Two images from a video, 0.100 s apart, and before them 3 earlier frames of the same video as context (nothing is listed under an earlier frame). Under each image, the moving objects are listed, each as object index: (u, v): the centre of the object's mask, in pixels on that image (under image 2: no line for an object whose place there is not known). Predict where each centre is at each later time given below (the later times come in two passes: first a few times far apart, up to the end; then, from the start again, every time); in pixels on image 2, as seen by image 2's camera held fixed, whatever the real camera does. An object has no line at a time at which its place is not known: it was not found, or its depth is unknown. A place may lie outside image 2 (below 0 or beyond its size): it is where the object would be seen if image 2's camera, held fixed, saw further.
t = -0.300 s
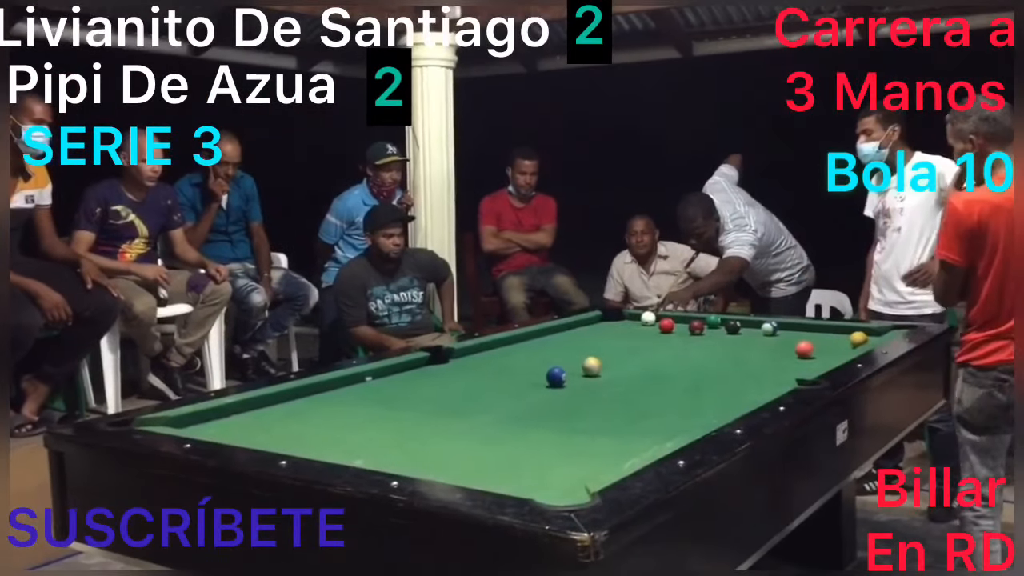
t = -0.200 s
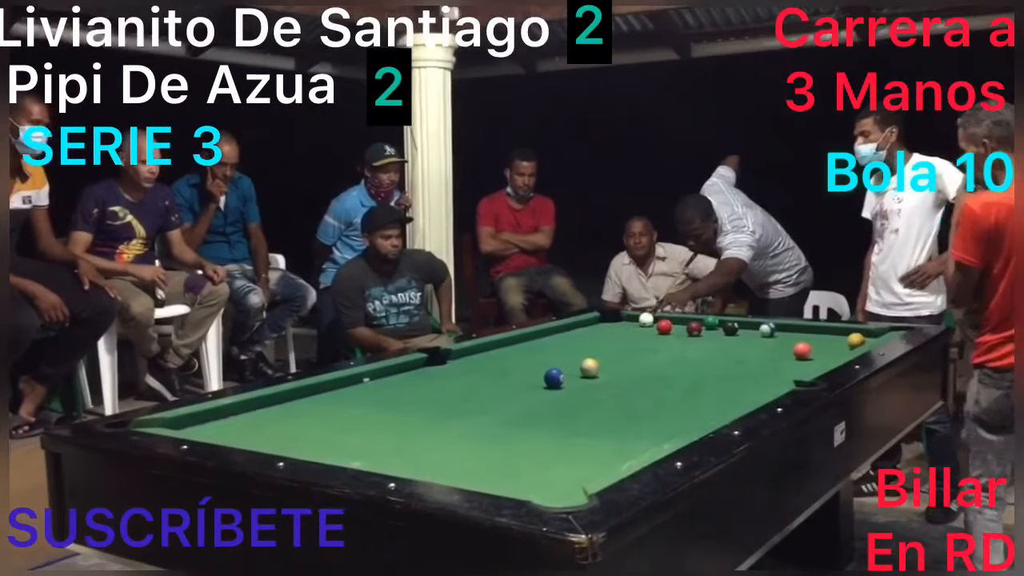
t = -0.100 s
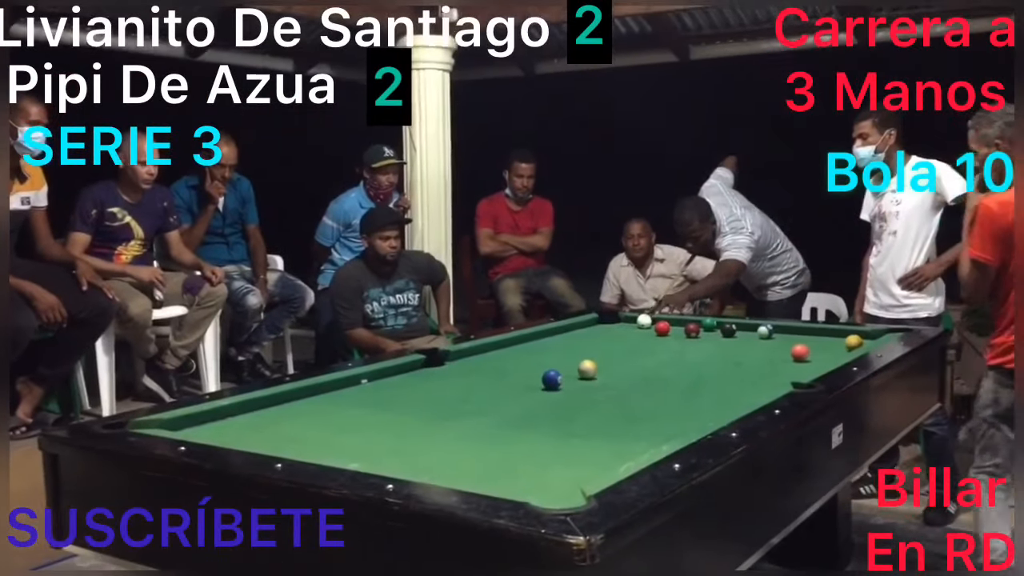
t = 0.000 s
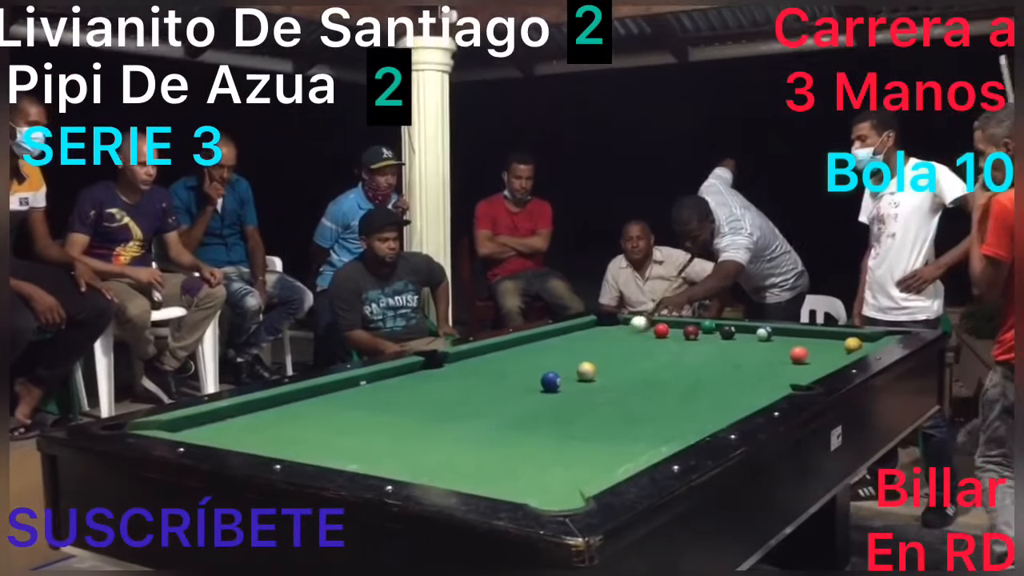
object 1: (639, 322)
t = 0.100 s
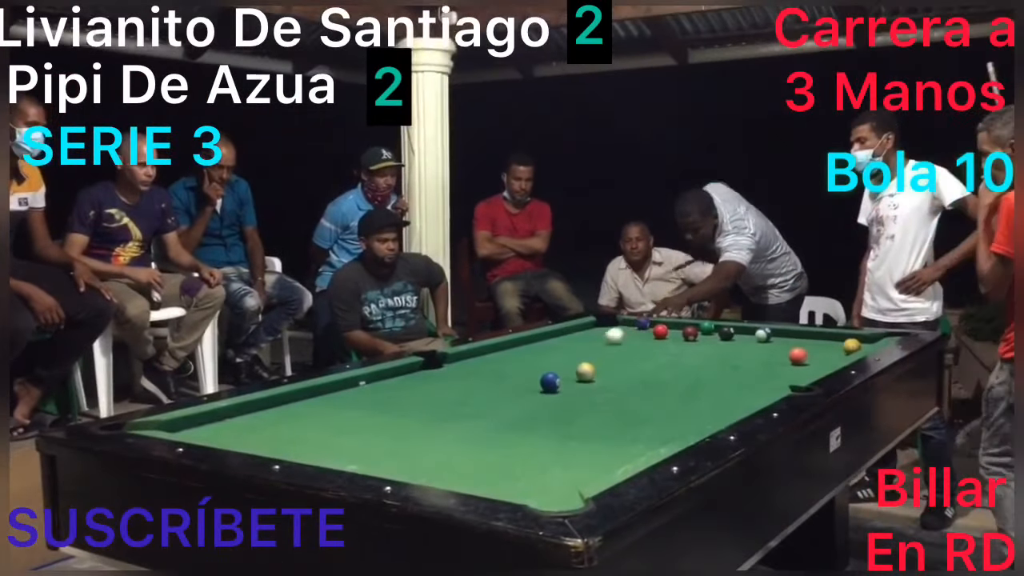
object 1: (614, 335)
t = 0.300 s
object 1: (555, 362)
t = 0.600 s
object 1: (415, 424)
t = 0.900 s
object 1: (453, 434)
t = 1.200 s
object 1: (610, 402)
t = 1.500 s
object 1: (729, 377)
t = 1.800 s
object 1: (826, 356)
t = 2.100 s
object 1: (859, 343)
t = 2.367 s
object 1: (864, 339)
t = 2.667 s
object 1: (865, 338)
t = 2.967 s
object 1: (862, 340)
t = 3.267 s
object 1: (858, 341)
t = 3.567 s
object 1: (856, 343)
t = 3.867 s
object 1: (854, 344)
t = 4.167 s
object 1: (854, 345)
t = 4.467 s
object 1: (854, 346)
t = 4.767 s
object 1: (855, 347)
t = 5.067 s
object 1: (854, 347)
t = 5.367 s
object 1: (854, 347)
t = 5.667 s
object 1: (854, 347)
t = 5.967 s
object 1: (854, 347)
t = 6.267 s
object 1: (854, 347)
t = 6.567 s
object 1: (854, 347)
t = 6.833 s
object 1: (854, 347)
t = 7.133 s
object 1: (854, 347)
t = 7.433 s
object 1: (853, 347)
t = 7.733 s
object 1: (854, 347)
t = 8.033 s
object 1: (853, 347)
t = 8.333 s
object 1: (854, 347)
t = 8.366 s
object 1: (854, 347)
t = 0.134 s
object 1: (606, 339)
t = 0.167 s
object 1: (597, 343)
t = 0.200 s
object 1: (587, 347)
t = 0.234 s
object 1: (577, 352)
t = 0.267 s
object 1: (566, 357)
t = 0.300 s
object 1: (555, 362)
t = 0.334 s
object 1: (543, 367)
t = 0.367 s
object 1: (531, 372)
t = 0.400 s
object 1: (517, 378)
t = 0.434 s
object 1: (503, 385)
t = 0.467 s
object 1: (488, 391)
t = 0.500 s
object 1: (472, 399)
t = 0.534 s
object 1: (455, 407)
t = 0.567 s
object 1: (435, 415)
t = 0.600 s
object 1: (415, 424)
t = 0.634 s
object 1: (394, 433)
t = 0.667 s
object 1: (371, 442)
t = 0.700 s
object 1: (347, 451)
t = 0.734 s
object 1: (337, 454)
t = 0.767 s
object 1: (362, 452)
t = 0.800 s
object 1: (387, 448)
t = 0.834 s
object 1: (411, 443)
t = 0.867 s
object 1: (433, 438)
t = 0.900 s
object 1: (453, 434)
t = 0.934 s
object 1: (473, 430)
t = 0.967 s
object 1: (491, 426)
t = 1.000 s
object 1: (511, 423)
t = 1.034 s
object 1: (529, 419)
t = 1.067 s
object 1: (546, 415)
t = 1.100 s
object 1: (563, 412)
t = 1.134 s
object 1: (579, 408)
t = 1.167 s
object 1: (595, 405)
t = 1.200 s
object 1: (610, 402)
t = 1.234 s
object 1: (625, 399)
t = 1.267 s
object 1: (639, 396)
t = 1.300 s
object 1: (653, 393)
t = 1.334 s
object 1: (667, 390)
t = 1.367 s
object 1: (681, 387)
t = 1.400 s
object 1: (694, 384)
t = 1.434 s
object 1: (706, 381)
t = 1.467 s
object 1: (719, 379)
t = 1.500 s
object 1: (729, 377)
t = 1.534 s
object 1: (741, 374)
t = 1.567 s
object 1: (753, 372)
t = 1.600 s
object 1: (765, 370)
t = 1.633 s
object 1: (776, 367)
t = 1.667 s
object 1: (786, 365)
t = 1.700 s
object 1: (796, 363)
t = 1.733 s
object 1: (807, 361)
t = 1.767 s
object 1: (816, 358)
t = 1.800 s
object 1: (826, 356)
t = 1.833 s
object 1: (835, 353)
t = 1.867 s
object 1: (844, 350)
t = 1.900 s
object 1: (852, 346)
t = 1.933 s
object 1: (852, 346)
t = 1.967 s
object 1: (855, 346)
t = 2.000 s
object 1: (857, 346)
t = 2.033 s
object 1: (858, 345)
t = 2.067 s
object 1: (859, 344)
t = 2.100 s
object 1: (859, 343)
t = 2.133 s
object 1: (860, 343)
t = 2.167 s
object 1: (861, 342)
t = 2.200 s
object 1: (861, 342)
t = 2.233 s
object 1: (862, 341)
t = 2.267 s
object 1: (863, 340)
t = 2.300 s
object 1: (863, 340)
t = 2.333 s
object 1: (864, 339)
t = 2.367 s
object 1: (864, 339)
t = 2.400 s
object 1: (865, 339)
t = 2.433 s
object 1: (865, 338)
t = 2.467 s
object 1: (866, 338)
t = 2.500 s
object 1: (866, 338)
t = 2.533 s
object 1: (867, 337)
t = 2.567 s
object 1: (866, 337)
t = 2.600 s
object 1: (866, 337)
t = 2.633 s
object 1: (866, 337)
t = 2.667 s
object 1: (865, 338)
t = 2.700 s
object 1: (865, 338)
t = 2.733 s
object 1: (864, 338)
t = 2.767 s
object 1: (864, 338)
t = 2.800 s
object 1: (863, 339)
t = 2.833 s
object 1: (863, 339)
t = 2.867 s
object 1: (863, 339)
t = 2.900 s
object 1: (862, 339)
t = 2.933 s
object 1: (862, 339)
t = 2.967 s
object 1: (862, 340)
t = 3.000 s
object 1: (861, 340)
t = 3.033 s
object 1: (860, 340)
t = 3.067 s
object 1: (860, 340)
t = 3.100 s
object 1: (860, 340)
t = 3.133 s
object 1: (859, 341)
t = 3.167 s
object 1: (859, 341)
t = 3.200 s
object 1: (859, 341)
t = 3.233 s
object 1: (859, 341)
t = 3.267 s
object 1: (858, 341)
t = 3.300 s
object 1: (858, 342)
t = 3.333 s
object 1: (858, 342)
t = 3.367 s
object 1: (858, 342)
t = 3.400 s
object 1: (857, 342)
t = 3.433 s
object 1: (857, 342)
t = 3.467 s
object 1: (857, 342)
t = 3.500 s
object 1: (857, 342)
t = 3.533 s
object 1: (857, 343)
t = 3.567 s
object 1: (856, 343)
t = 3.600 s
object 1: (856, 343)
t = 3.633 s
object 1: (856, 343)
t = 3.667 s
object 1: (856, 343)
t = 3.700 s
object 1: (855, 344)
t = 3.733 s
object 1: (855, 344)
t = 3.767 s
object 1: (855, 344)
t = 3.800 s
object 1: (855, 344)
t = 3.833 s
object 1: (854, 344)
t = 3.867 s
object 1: (854, 344)
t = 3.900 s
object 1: (854, 345)
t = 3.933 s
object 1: (854, 345)
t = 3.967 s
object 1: (854, 345)
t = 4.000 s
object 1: (854, 345)
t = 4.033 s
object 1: (854, 345)
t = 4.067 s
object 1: (854, 345)
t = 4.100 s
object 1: (854, 345)
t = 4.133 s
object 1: (854, 345)
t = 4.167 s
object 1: (854, 345)
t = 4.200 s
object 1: (854, 346)
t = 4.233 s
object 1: (854, 346)
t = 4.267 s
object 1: (854, 346)
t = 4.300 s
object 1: (854, 346)
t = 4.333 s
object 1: (854, 346)
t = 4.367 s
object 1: (854, 346)
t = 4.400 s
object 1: (854, 346)
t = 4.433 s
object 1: (854, 346)
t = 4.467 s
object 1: (854, 346)
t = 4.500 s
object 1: (854, 346)
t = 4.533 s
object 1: (854, 346)
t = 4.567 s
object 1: (854, 346)
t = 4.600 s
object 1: (854, 347)
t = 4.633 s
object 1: (854, 346)
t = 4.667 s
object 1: (854, 346)
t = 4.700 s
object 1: (854, 347)
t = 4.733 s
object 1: (854, 347)
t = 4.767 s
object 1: (855, 347)
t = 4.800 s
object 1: (855, 347)
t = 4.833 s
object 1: (854, 347)
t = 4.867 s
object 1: (854, 347)
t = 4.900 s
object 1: (854, 347)
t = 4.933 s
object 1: (854, 347)
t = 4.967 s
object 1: (854, 347)
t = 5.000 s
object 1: (854, 347)
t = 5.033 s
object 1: (854, 347)
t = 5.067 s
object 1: (854, 347)
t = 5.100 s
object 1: (854, 347)
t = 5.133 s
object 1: (854, 347)
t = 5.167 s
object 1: (854, 347)
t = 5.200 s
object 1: (854, 347)
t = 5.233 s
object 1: (854, 347)
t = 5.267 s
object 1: (854, 347)
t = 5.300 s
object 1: (854, 347)
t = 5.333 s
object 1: (854, 347)
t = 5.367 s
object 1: (854, 347)
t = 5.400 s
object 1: (854, 347)
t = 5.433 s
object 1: (854, 347)
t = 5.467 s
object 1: (854, 347)
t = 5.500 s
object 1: (854, 347)
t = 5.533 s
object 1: (854, 347)
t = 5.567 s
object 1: (854, 347)
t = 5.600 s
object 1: (854, 347)
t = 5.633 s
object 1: (854, 347)
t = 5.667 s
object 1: (854, 347)
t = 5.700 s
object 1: (854, 347)
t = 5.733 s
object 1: (854, 347)
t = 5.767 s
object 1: (854, 347)
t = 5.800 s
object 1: (854, 347)
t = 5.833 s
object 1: (854, 347)
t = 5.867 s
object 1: (854, 347)
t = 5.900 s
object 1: (854, 347)
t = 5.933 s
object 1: (854, 347)
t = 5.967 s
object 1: (854, 347)
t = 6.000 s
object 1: (854, 347)
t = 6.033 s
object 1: (854, 347)
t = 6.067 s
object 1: (854, 347)
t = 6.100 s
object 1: (854, 347)
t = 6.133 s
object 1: (854, 347)
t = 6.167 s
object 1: (854, 347)
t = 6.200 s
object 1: (854, 347)
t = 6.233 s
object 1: (854, 347)
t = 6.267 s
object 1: (854, 347)
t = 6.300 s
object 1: (854, 347)
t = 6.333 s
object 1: (854, 347)
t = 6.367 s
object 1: (854, 347)
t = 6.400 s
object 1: (854, 347)
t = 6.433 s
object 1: (854, 347)
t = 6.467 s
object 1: (854, 347)
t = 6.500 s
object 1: (854, 347)
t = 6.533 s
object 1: (854, 347)
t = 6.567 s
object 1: (854, 347)
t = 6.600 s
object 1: (854, 347)
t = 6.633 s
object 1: (854, 347)
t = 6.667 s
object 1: (854, 347)
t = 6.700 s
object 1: (854, 347)
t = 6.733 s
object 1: (854, 347)
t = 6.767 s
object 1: (854, 347)
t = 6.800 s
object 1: (854, 347)
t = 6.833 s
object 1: (854, 347)
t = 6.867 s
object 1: (854, 347)
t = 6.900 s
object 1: (854, 347)
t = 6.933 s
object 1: (854, 347)
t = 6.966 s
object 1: (854, 347)
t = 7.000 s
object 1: (854, 347)
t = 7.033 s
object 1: (854, 347)
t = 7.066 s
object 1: (854, 347)
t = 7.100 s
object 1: (854, 347)
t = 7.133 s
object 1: (854, 347)
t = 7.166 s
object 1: (854, 347)
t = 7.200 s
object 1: (854, 347)
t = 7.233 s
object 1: (854, 347)
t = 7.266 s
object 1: (854, 347)
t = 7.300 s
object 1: (853, 347)
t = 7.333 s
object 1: (853, 347)
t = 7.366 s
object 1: (854, 347)
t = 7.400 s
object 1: (853, 347)
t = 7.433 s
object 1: (853, 347)
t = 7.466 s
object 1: (853, 347)
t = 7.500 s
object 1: (853, 347)
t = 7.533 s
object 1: (854, 347)
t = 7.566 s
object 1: (854, 347)
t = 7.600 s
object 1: (854, 347)
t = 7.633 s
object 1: (853, 347)
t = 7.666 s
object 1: (854, 347)
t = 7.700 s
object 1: (854, 347)
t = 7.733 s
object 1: (854, 347)
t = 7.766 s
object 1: (854, 347)
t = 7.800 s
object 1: (854, 347)
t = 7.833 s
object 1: (854, 347)
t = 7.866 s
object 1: (854, 347)
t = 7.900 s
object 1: (854, 347)
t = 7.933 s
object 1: (854, 347)
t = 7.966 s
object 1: (854, 347)
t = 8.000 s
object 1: (854, 347)
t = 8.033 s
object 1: (853, 347)
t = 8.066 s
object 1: (854, 347)
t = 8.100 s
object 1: (854, 347)
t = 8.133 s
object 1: (854, 347)
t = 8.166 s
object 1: (854, 347)
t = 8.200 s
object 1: (854, 347)
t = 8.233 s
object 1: (853, 347)
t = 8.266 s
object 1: (853, 347)
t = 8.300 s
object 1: (853, 347)
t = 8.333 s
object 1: (854, 347)
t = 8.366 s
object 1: (854, 347)
